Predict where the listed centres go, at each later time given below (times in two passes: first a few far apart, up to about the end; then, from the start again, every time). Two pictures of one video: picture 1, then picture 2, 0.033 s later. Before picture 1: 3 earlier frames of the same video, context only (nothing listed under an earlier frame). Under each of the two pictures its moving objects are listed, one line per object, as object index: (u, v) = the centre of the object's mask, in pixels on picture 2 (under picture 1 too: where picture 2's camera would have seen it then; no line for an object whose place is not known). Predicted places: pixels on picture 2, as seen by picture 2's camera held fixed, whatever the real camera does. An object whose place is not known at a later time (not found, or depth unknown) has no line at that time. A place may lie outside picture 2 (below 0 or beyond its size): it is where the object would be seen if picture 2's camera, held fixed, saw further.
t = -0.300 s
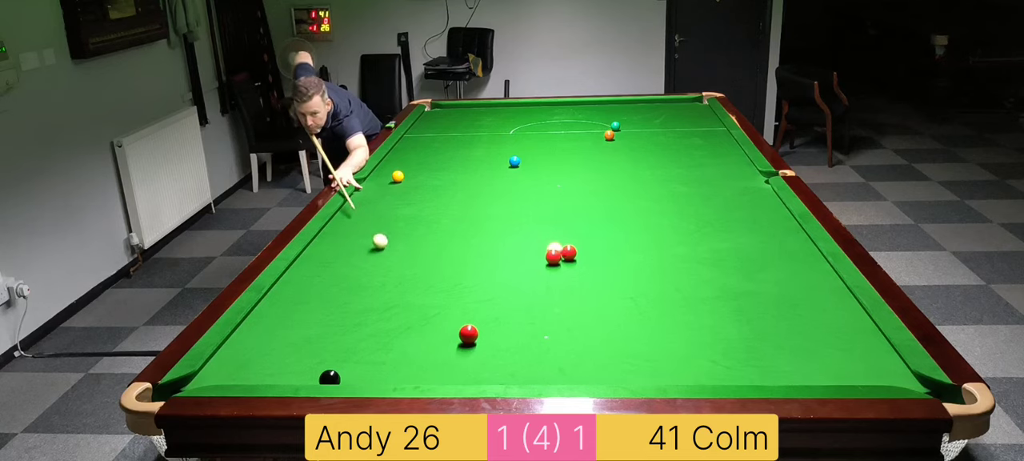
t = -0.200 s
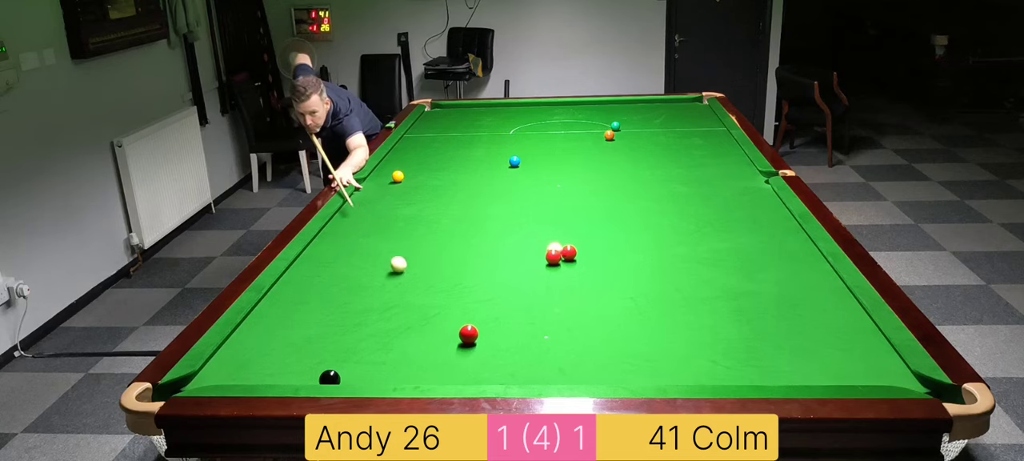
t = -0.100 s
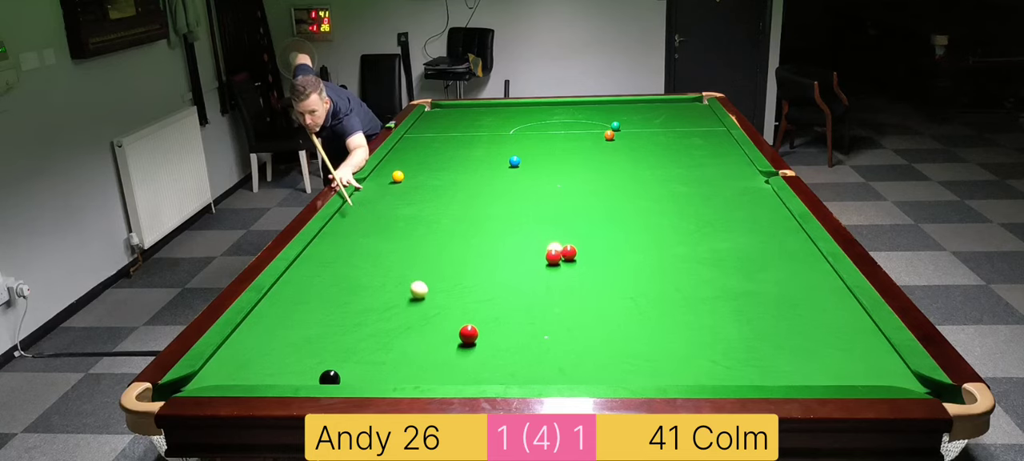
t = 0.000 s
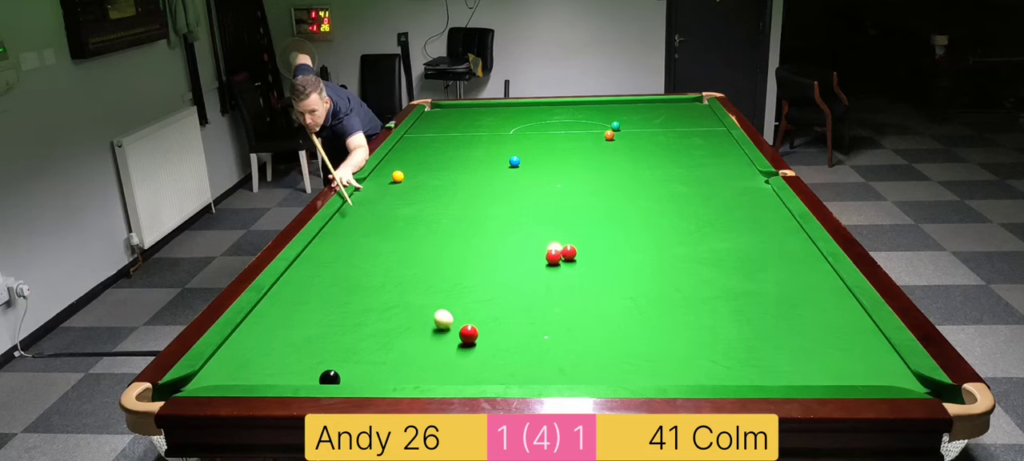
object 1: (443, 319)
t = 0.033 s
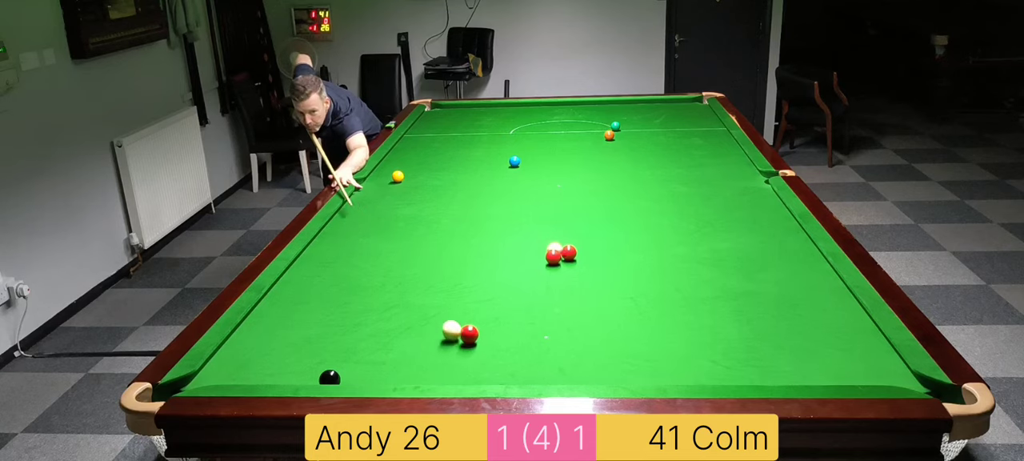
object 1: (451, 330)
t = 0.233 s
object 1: (407, 378)
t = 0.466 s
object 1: (412, 338)
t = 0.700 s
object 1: (416, 306)
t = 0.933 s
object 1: (419, 280)
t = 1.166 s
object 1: (421, 258)
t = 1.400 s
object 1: (424, 239)
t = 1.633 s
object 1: (425, 223)
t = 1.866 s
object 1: (427, 209)
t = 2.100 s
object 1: (428, 196)
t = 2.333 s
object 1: (430, 185)
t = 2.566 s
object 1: (431, 175)
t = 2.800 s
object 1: (432, 166)
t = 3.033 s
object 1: (433, 159)
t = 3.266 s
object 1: (433, 151)
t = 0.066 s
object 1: (444, 338)
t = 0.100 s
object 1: (436, 346)
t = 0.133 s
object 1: (428, 354)
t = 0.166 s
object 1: (420, 363)
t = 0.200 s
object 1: (413, 372)
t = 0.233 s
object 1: (407, 378)
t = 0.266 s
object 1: (406, 376)
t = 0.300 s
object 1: (407, 369)
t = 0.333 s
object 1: (408, 362)
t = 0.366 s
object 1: (409, 355)
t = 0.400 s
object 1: (410, 349)
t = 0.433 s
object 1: (411, 343)
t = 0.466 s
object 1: (412, 338)
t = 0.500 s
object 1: (412, 333)
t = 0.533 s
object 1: (413, 328)
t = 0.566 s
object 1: (413, 324)
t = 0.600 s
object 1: (414, 319)
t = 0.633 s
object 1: (414, 315)
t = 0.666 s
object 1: (415, 311)
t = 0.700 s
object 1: (416, 306)
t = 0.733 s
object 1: (416, 302)
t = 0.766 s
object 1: (416, 299)
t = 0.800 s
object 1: (417, 295)
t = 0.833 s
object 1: (417, 291)
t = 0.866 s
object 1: (418, 287)
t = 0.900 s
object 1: (418, 284)
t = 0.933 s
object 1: (419, 280)
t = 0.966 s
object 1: (419, 277)
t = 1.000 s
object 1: (419, 274)
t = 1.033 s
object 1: (420, 271)
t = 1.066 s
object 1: (420, 267)
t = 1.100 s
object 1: (420, 264)
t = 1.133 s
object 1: (421, 261)
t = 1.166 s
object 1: (421, 258)
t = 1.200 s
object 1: (422, 255)
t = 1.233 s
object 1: (422, 253)
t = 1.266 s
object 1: (422, 250)
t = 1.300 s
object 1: (423, 247)
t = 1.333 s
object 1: (423, 244)
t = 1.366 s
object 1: (423, 242)
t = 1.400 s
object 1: (424, 239)
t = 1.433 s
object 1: (424, 237)
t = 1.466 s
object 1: (424, 235)
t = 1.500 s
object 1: (424, 232)
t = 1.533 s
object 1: (425, 230)
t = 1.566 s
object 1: (425, 227)
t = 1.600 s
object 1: (425, 225)
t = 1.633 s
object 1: (425, 223)
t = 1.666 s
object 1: (426, 221)
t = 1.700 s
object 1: (426, 219)
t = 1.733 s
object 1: (426, 217)
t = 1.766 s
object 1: (426, 215)
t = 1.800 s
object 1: (427, 213)
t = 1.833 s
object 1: (427, 211)
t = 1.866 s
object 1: (427, 209)
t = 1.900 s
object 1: (427, 207)
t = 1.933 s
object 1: (428, 205)
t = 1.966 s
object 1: (428, 203)
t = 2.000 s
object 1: (428, 201)
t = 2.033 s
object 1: (428, 200)
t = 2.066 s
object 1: (428, 198)
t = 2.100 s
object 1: (428, 196)
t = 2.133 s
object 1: (429, 195)
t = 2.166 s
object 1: (429, 193)
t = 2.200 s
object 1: (429, 191)
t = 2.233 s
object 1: (429, 190)
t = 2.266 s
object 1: (429, 188)
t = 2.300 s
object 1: (430, 187)
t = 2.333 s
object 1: (430, 185)
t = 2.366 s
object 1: (430, 184)
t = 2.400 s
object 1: (430, 182)
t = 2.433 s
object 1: (430, 181)
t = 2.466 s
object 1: (430, 179)
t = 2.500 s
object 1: (431, 178)
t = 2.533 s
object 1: (431, 176)
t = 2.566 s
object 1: (431, 175)
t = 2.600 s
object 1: (431, 174)
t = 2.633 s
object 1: (431, 173)
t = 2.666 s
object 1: (431, 171)
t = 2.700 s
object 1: (431, 170)
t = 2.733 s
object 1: (432, 169)
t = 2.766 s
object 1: (432, 167)
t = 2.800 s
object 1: (432, 166)
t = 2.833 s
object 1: (432, 165)
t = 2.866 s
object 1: (432, 164)
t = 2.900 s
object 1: (432, 163)
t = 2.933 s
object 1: (432, 162)
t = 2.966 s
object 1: (432, 161)
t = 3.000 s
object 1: (432, 160)
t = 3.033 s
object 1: (433, 159)
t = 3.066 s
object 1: (433, 158)
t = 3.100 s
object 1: (433, 156)
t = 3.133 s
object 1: (433, 155)
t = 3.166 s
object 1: (433, 154)
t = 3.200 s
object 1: (433, 153)
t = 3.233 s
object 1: (433, 152)
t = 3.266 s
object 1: (433, 151)
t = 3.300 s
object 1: (433, 151)
